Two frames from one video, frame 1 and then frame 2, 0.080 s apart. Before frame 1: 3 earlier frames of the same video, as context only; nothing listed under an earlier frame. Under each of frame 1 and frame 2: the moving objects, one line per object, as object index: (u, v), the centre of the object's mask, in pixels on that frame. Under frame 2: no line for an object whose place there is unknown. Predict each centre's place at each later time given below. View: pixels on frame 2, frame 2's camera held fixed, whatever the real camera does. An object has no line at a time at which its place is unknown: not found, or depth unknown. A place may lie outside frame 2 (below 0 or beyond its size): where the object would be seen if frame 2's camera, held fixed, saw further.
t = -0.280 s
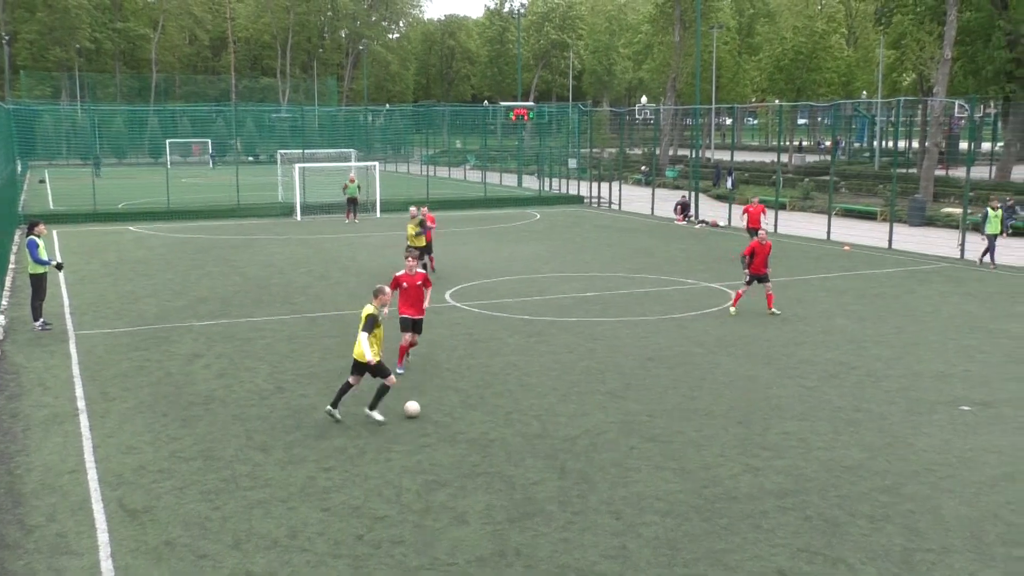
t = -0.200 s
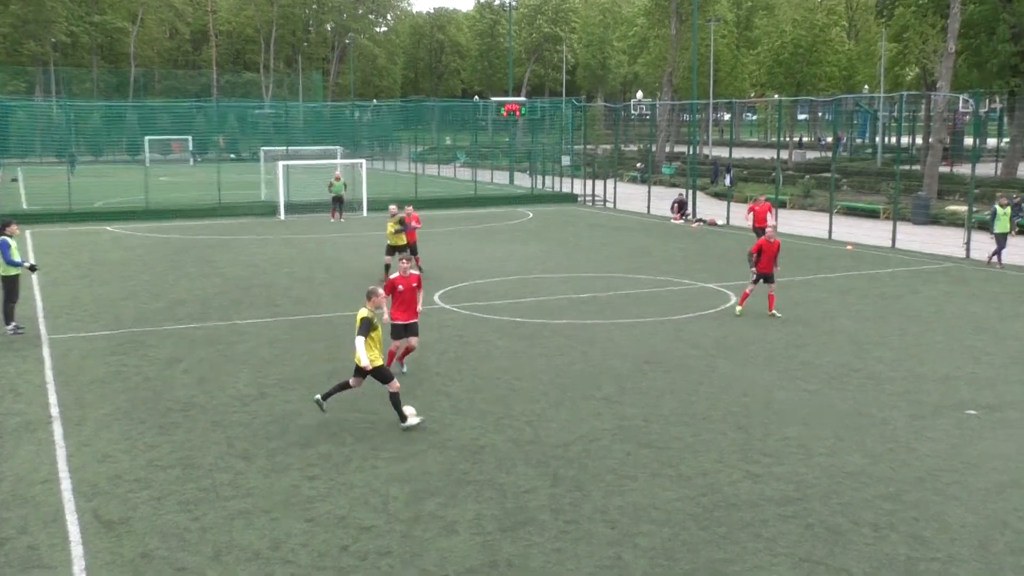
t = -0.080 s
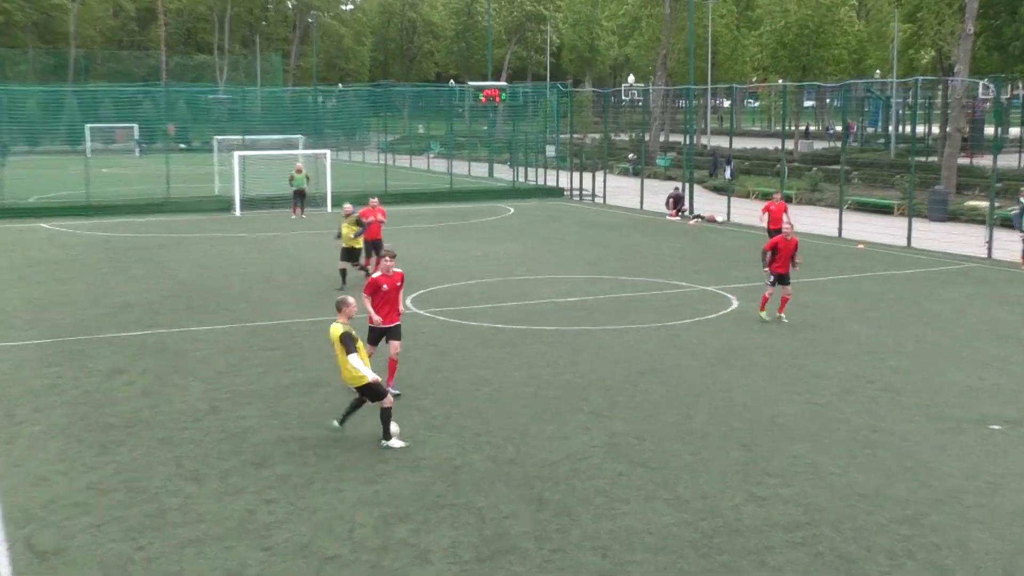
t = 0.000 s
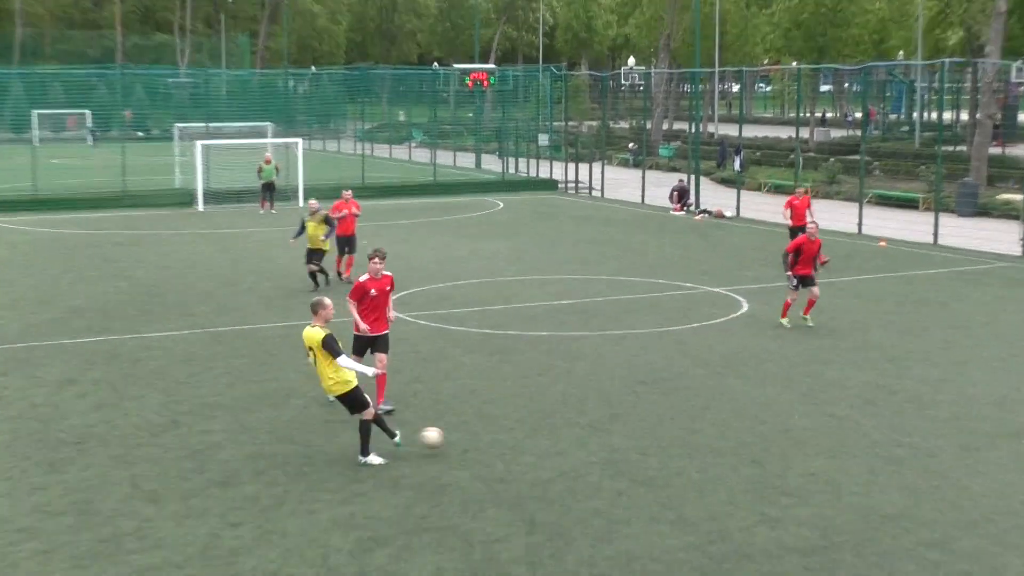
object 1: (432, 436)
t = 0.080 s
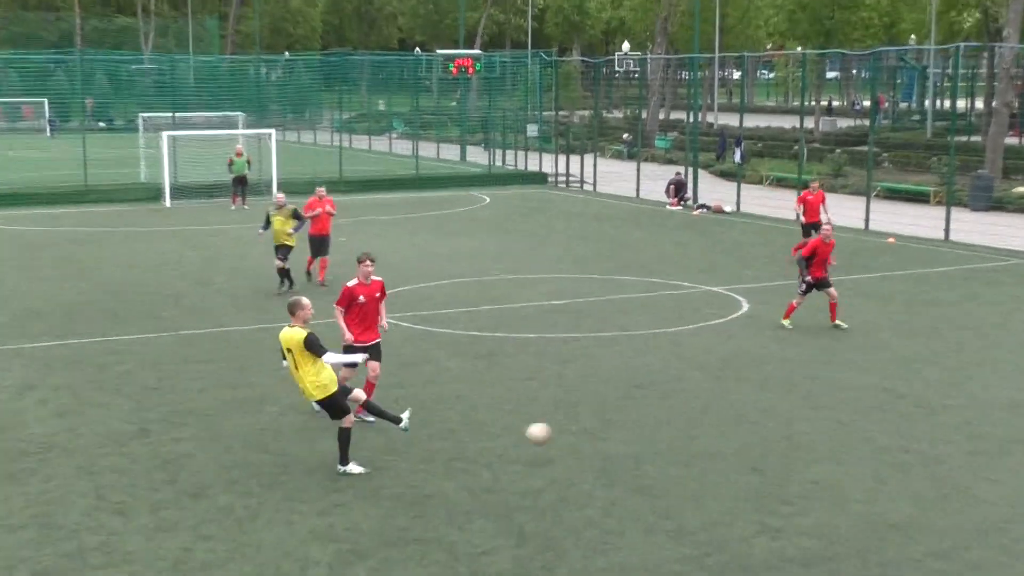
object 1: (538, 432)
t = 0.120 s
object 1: (599, 429)
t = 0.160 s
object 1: (659, 428)
